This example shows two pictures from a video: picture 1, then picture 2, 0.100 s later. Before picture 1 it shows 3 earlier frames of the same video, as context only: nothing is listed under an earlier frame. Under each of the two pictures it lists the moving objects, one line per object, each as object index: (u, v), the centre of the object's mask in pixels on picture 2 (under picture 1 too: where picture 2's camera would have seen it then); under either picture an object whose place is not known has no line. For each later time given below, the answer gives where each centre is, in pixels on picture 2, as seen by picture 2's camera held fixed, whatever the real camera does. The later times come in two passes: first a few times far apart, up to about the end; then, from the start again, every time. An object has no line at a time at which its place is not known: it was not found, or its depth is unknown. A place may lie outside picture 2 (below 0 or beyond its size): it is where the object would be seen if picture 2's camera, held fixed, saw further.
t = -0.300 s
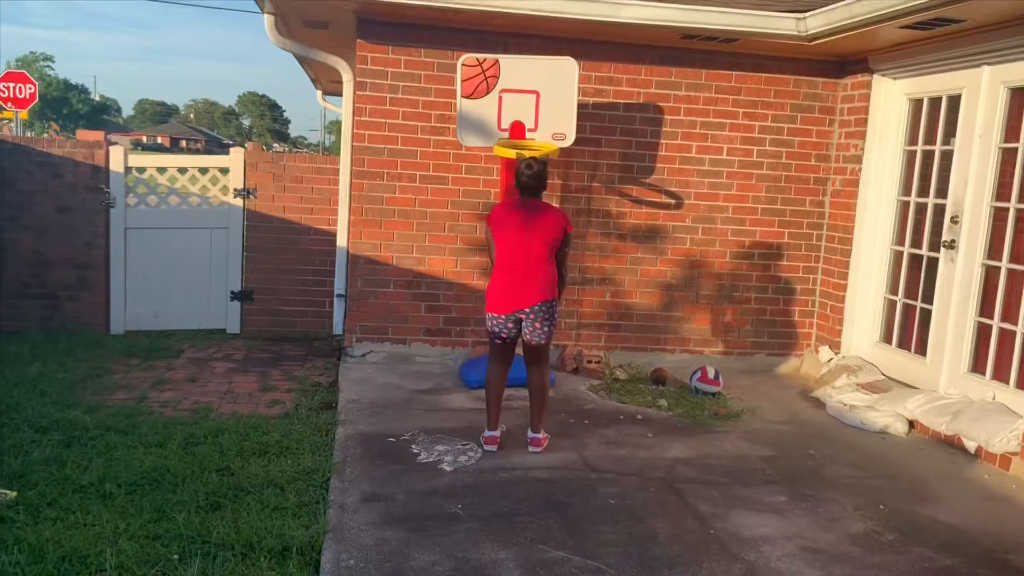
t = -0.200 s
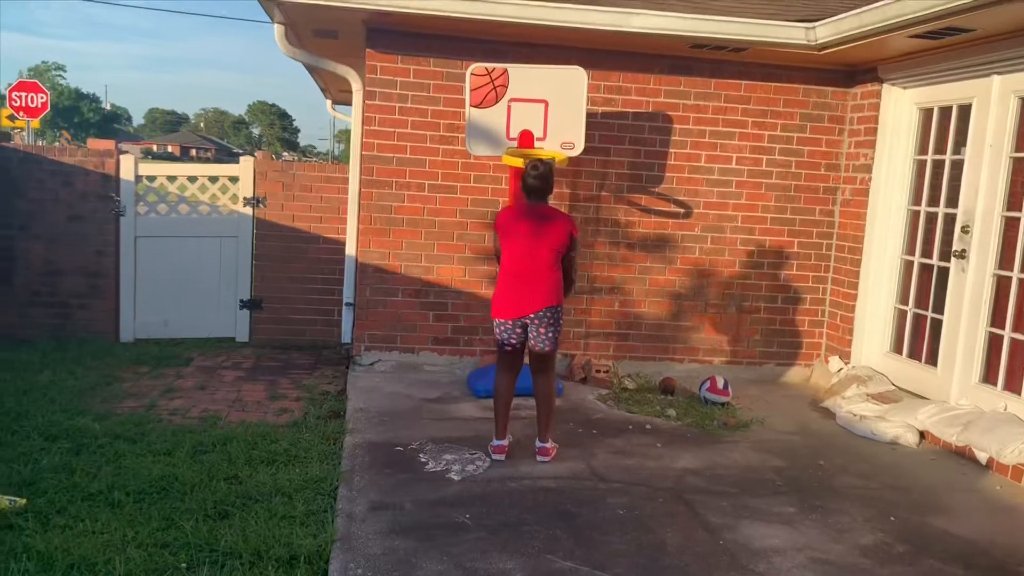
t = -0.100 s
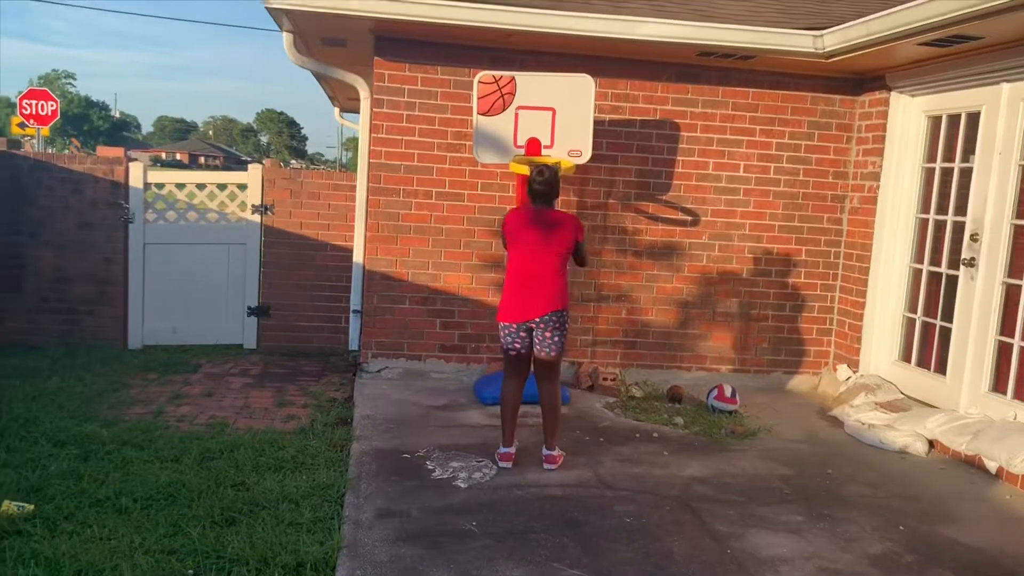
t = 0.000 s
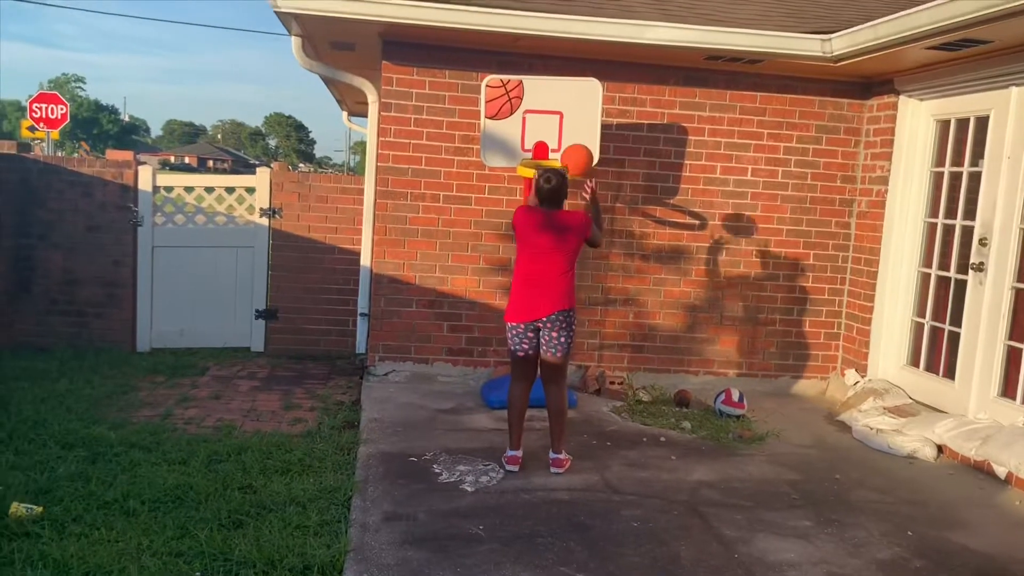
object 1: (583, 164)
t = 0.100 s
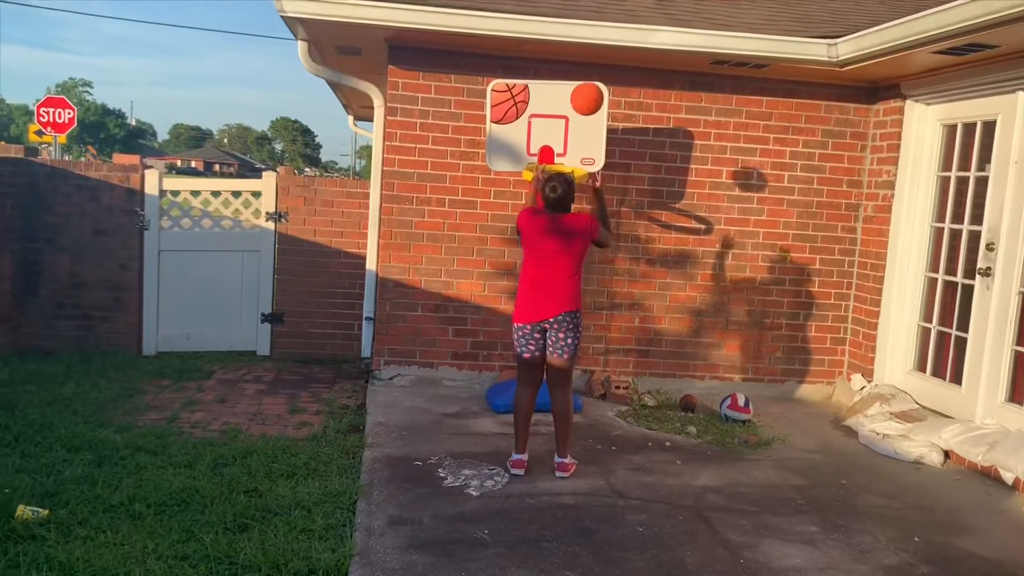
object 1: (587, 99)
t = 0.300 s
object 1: (590, 21)
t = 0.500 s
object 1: (586, 19)
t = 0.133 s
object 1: (587, 81)
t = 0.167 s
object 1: (588, 65)
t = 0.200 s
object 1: (588, 51)
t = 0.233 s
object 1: (589, 39)
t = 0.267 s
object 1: (590, 29)
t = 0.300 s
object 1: (590, 21)
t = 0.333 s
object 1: (590, 15)
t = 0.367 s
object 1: (589, 12)
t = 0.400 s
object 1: (589, 11)
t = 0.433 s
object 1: (588, 11)
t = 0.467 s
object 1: (587, 14)
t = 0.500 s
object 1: (586, 19)
